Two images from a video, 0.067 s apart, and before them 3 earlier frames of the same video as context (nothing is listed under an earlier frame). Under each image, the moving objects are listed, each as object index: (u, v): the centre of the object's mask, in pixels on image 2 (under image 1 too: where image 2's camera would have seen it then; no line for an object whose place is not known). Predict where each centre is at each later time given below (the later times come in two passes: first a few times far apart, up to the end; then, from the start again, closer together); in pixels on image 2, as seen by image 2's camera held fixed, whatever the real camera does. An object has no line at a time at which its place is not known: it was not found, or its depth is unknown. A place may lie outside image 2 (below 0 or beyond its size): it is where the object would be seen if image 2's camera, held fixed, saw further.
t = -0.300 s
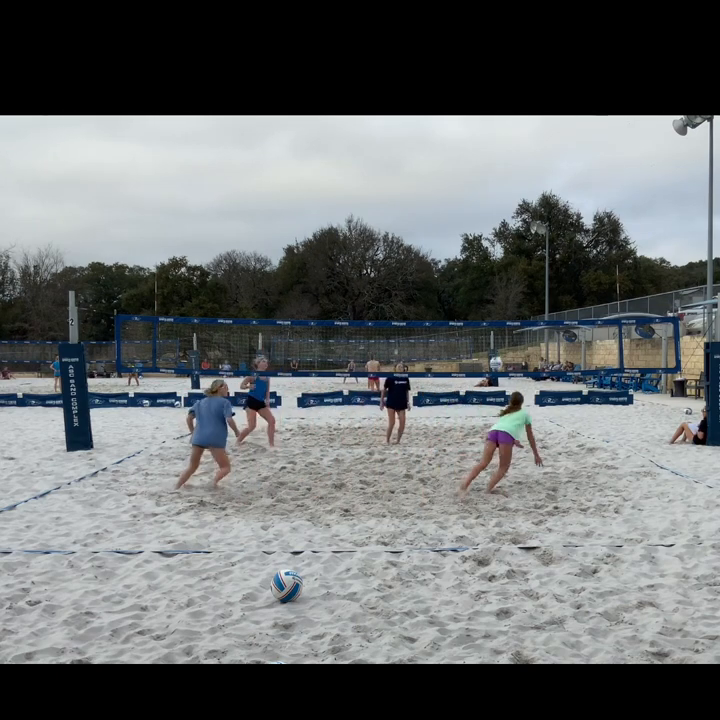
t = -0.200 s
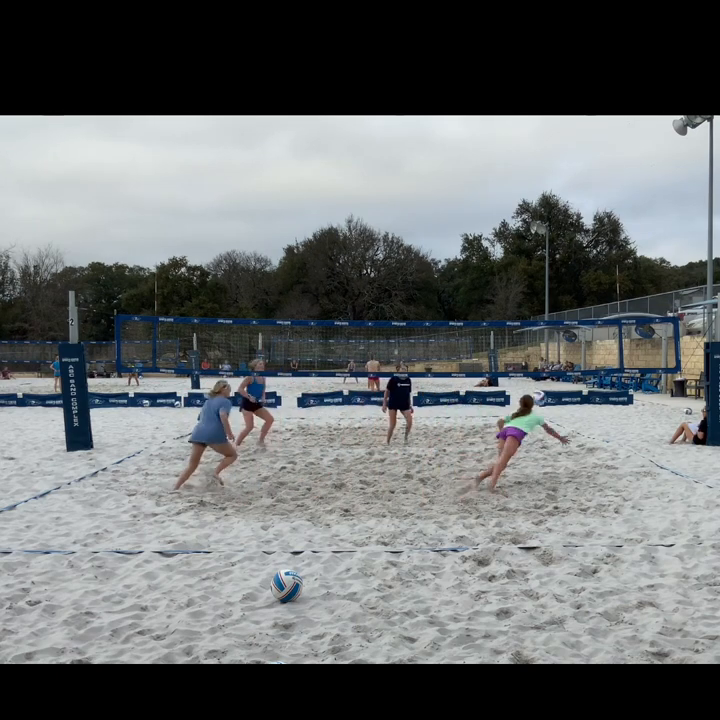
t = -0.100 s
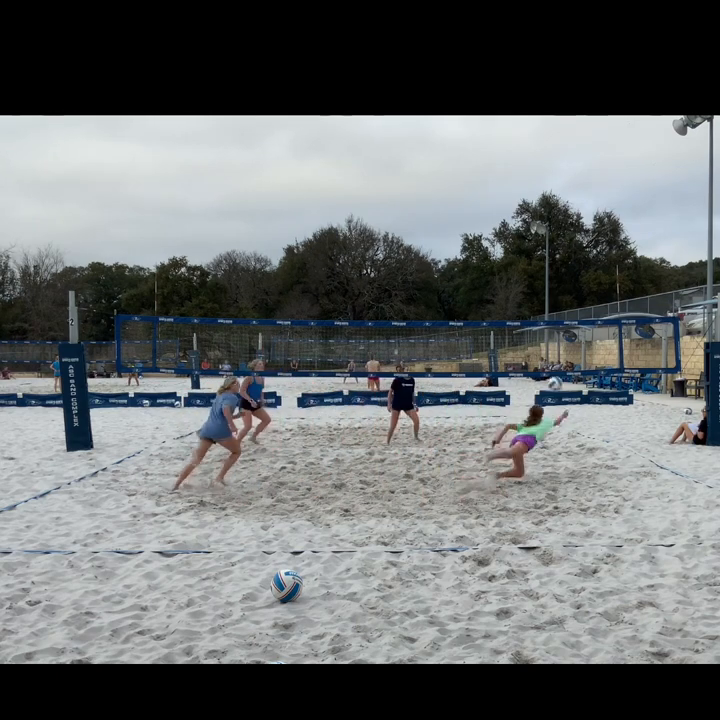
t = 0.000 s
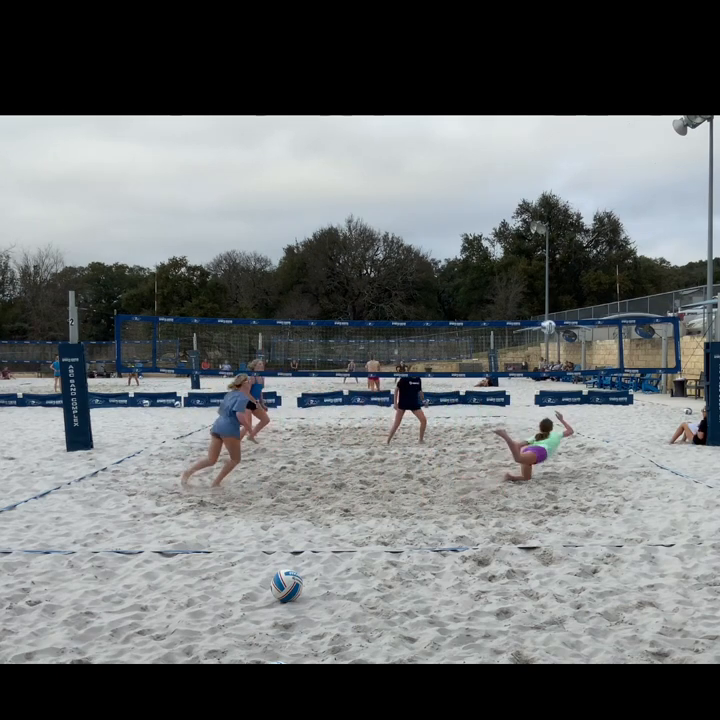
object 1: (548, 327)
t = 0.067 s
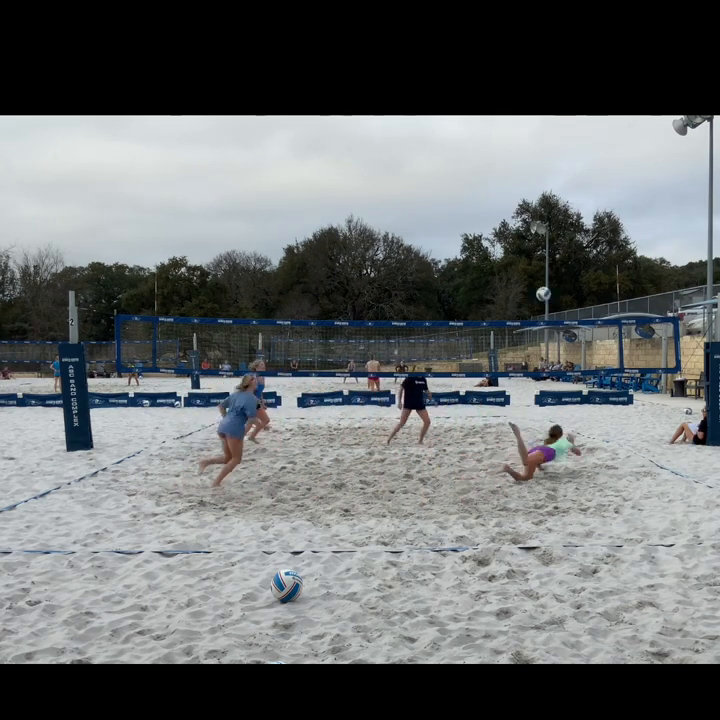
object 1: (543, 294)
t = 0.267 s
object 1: (530, 217)
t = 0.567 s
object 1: (512, 158)
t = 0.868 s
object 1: (495, 155)
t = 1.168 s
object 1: (479, 199)
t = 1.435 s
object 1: (466, 268)
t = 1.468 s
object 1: (465, 279)
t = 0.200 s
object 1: (533, 240)
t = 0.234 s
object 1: (534, 227)
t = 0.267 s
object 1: (530, 217)
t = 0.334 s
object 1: (526, 199)
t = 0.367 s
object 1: (524, 191)
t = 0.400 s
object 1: (522, 184)
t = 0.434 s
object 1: (520, 177)
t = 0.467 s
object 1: (518, 171)
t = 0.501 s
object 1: (516, 166)
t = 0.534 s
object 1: (514, 162)
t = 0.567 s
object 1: (512, 158)
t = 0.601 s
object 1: (510, 155)
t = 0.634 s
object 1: (508, 153)
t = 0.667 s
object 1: (506, 151)
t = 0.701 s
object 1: (504, 151)
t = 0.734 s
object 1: (502, 150)
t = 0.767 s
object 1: (500, 151)
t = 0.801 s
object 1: (498, 152)
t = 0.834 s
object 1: (497, 153)
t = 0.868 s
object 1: (495, 155)
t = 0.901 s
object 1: (493, 158)
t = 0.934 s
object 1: (491, 161)
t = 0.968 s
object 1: (489, 165)
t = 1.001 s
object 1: (487, 169)
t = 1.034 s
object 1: (486, 174)
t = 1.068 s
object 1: (484, 180)
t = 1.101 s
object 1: (482, 185)
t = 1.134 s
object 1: (481, 192)
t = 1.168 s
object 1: (479, 199)
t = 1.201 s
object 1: (477, 206)
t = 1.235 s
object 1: (476, 214)
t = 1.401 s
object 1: (469, 259)
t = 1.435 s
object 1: (466, 268)
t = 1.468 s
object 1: (465, 279)
